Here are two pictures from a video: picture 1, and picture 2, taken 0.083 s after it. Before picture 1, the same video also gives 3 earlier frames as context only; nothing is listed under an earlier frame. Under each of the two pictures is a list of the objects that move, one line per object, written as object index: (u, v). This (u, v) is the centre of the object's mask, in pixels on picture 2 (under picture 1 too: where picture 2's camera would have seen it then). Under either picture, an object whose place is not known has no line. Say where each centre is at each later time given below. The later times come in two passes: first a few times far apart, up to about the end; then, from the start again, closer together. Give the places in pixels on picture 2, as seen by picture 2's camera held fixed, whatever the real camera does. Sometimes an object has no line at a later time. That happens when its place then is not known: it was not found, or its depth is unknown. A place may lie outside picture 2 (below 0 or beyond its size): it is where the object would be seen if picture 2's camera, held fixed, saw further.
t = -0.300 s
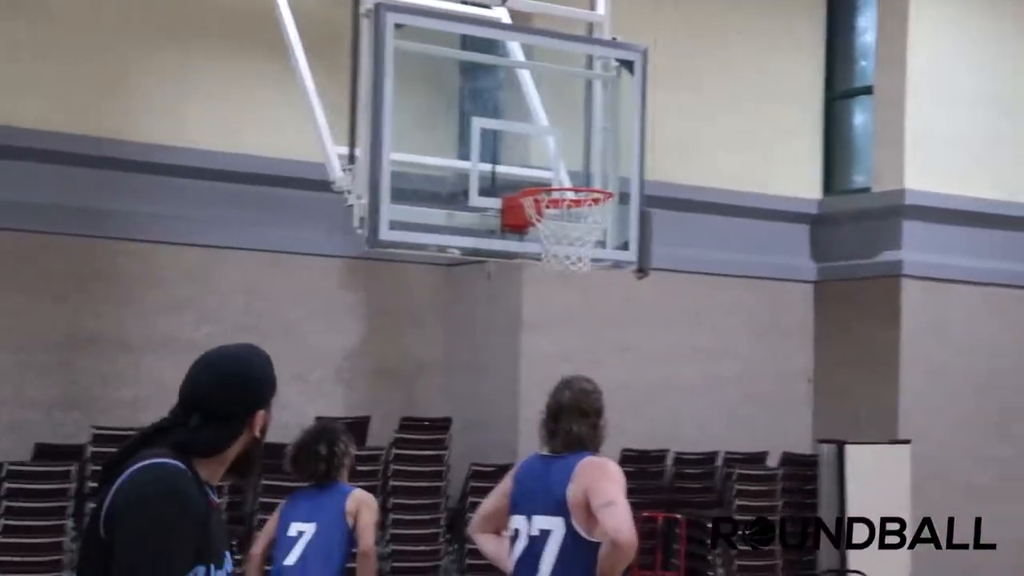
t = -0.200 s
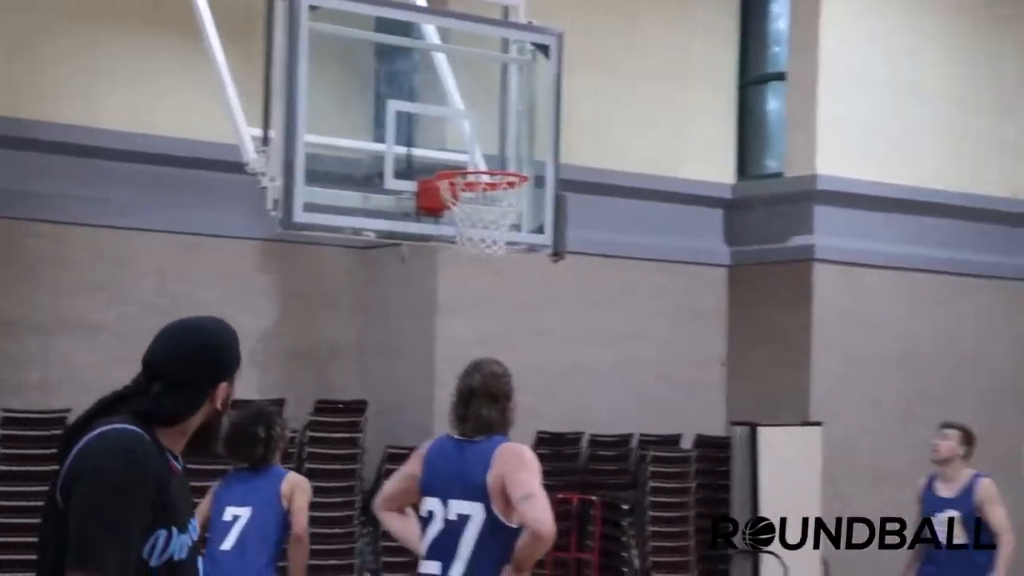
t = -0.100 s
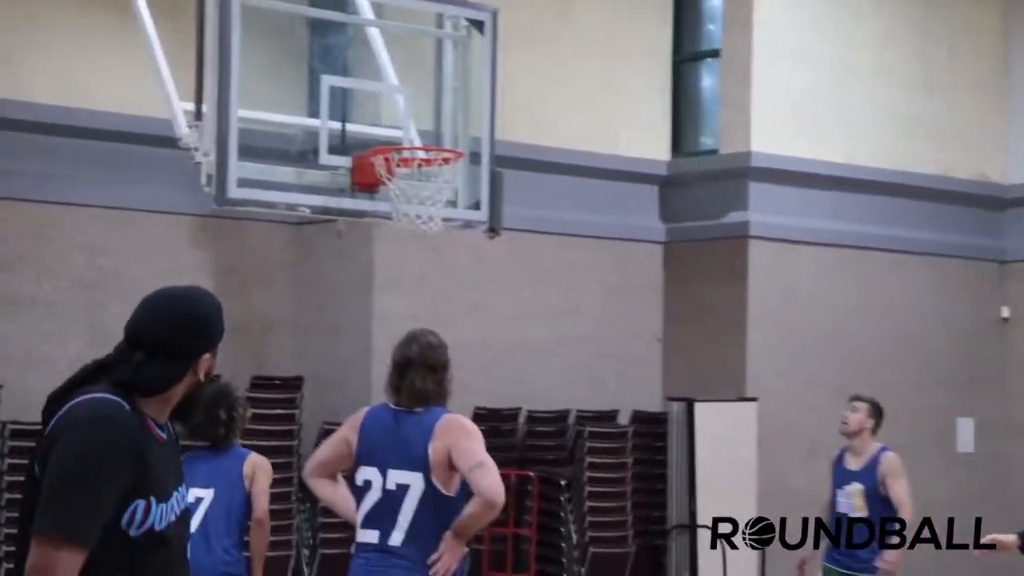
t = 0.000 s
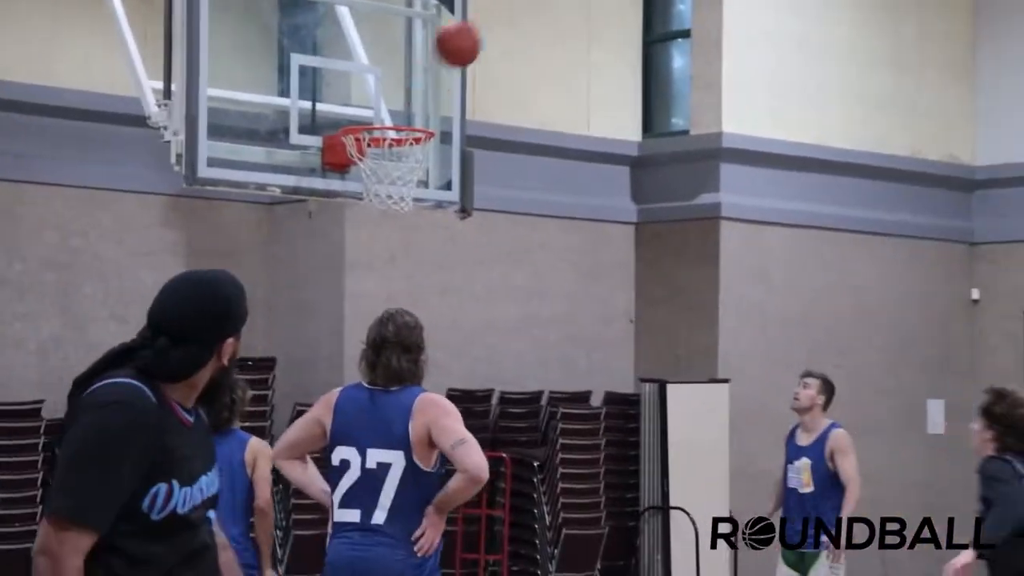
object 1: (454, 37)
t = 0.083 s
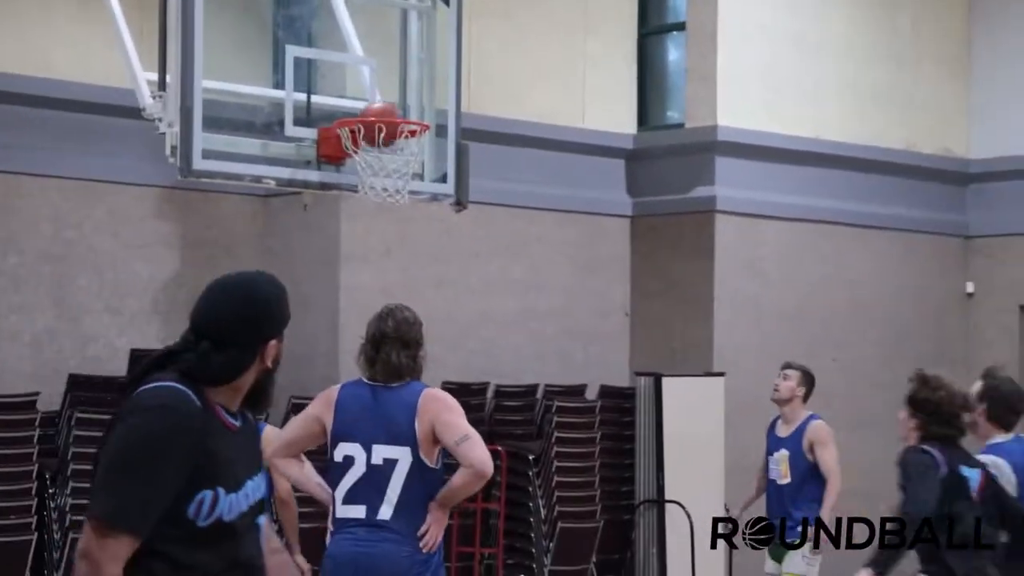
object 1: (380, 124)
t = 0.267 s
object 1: (413, 148)
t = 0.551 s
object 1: (397, 236)
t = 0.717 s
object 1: (383, 350)
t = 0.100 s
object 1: (370, 129)
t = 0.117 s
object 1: (360, 138)
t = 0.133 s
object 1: (362, 136)
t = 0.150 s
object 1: (371, 141)
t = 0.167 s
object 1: (378, 144)
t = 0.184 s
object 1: (387, 146)
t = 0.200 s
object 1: (397, 148)
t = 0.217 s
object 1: (403, 149)
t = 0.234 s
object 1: (409, 149)
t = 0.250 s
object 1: (412, 148)
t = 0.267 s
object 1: (413, 148)
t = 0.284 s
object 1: (413, 152)
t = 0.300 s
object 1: (412, 154)
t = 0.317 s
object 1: (411, 157)
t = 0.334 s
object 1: (410, 160)
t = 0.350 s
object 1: (409, 162)
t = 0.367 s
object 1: (408, 166)
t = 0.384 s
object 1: (407, 171)
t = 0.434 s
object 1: (410, 201)
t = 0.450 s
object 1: (408, 204)
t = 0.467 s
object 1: (405, 208)
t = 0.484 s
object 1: (403, 212)
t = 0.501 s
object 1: (401, 216)
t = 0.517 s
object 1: (399, 222)
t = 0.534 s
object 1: (398, 227)
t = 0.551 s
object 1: (397, 236)
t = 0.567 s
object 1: (396, 245)
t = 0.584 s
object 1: (394, 255)
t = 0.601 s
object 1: (393, 265)
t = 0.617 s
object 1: (392, 276)
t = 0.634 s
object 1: (391, 287)
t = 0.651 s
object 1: (389, 298)
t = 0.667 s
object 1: (387, 311)
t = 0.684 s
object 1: (386, 323)
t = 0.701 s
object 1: (385, 336)
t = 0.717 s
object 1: (383, 350)
